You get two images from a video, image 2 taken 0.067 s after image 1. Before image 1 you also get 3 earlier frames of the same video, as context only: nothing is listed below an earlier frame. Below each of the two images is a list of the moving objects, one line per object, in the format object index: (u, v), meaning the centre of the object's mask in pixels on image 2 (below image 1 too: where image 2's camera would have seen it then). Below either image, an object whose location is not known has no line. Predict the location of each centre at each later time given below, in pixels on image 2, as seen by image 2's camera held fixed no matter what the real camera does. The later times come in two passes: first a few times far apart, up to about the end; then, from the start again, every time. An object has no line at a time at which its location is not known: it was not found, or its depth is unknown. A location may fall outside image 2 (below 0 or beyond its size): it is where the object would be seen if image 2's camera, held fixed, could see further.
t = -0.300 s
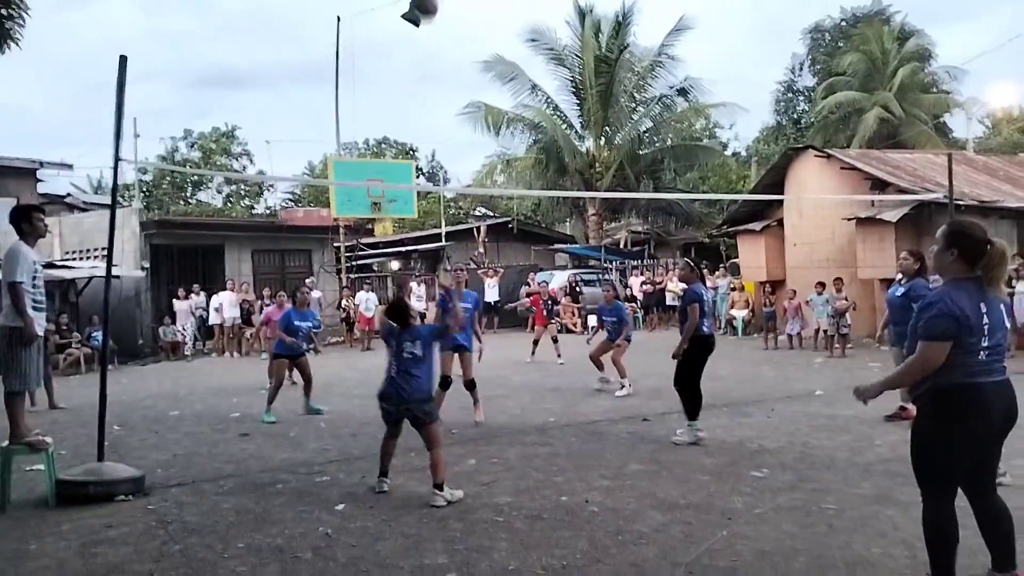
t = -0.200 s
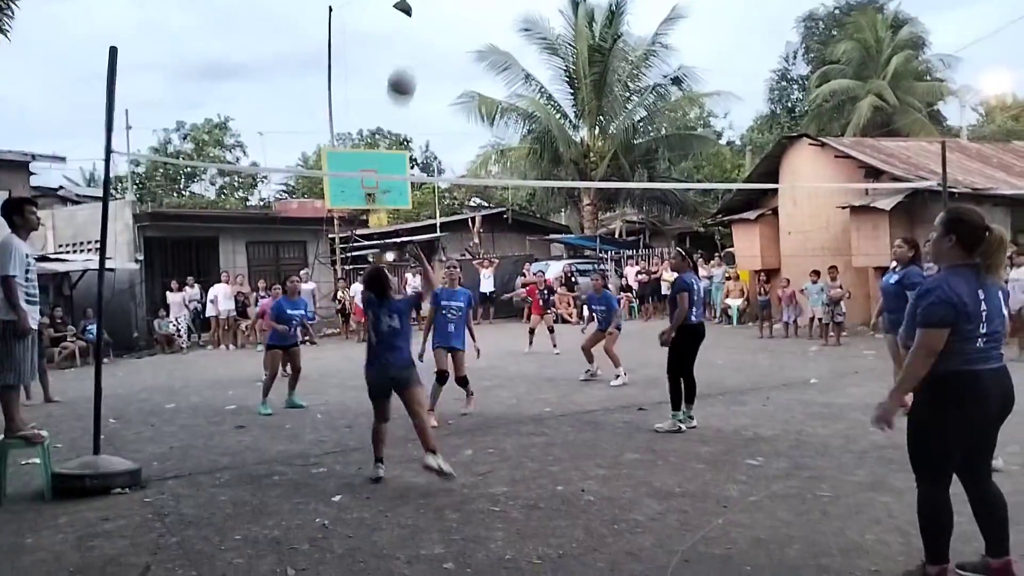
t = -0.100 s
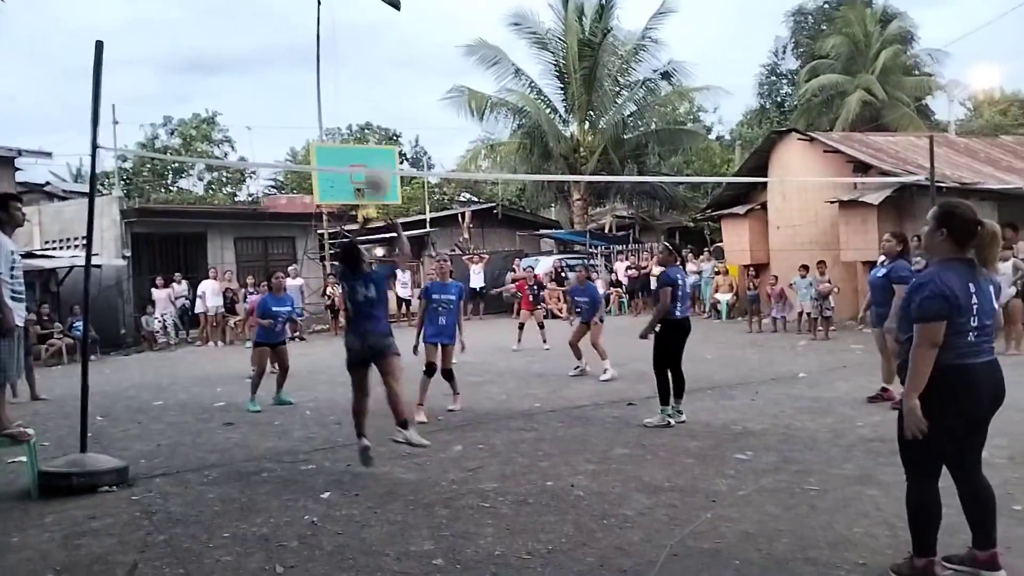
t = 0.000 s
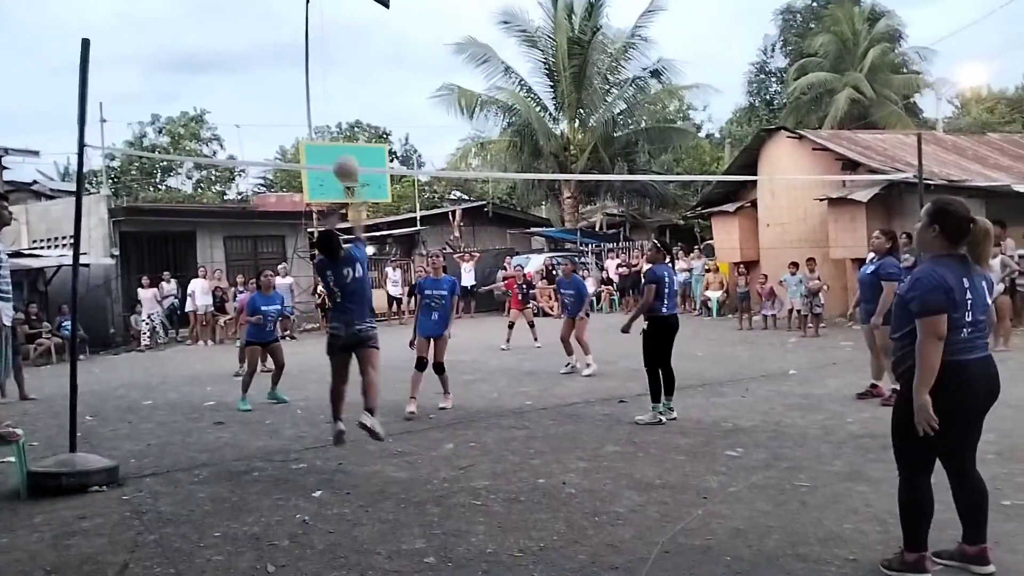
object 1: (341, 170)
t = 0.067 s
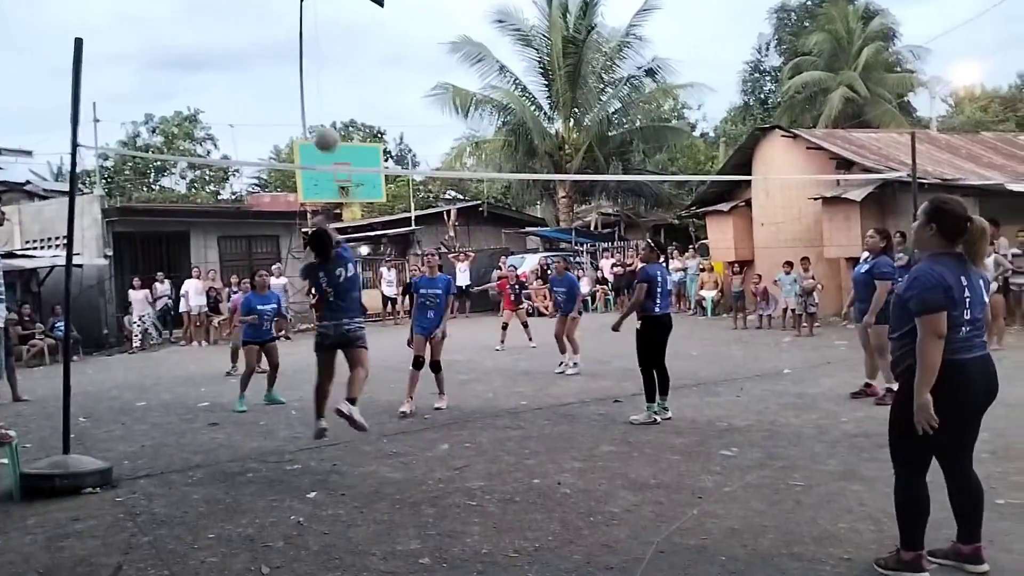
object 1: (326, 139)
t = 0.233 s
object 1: (299, 102)
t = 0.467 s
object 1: (278, 106)
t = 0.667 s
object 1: (268, 143)
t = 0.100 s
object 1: (319, 128)
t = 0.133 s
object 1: (313, 119)
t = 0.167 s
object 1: (308, 112)
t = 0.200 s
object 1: (303, 106)
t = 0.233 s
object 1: (299, 102)
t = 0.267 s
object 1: (296, 99)
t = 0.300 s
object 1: (292, 98)
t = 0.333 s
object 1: (289, 97)
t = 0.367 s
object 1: (286, 98)
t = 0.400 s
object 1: (283, 99)
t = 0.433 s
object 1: (280, 102)
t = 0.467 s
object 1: (278, 106)
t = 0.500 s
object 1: (277, 110)
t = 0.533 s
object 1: (275, 115)
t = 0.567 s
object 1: (273, 122)
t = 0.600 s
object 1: (271, 128)
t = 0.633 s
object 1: (270, 135)
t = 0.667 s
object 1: (268, 143)
